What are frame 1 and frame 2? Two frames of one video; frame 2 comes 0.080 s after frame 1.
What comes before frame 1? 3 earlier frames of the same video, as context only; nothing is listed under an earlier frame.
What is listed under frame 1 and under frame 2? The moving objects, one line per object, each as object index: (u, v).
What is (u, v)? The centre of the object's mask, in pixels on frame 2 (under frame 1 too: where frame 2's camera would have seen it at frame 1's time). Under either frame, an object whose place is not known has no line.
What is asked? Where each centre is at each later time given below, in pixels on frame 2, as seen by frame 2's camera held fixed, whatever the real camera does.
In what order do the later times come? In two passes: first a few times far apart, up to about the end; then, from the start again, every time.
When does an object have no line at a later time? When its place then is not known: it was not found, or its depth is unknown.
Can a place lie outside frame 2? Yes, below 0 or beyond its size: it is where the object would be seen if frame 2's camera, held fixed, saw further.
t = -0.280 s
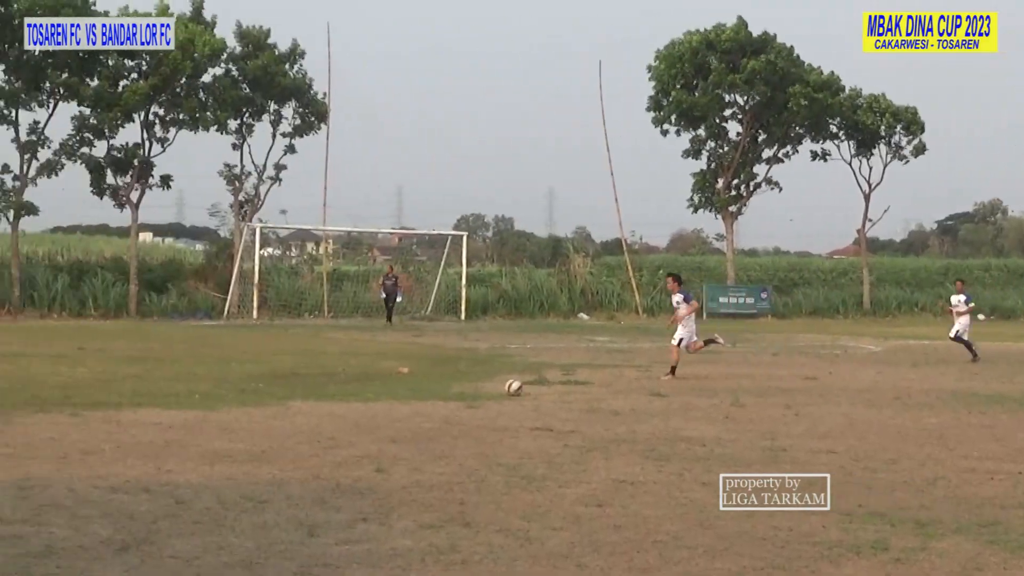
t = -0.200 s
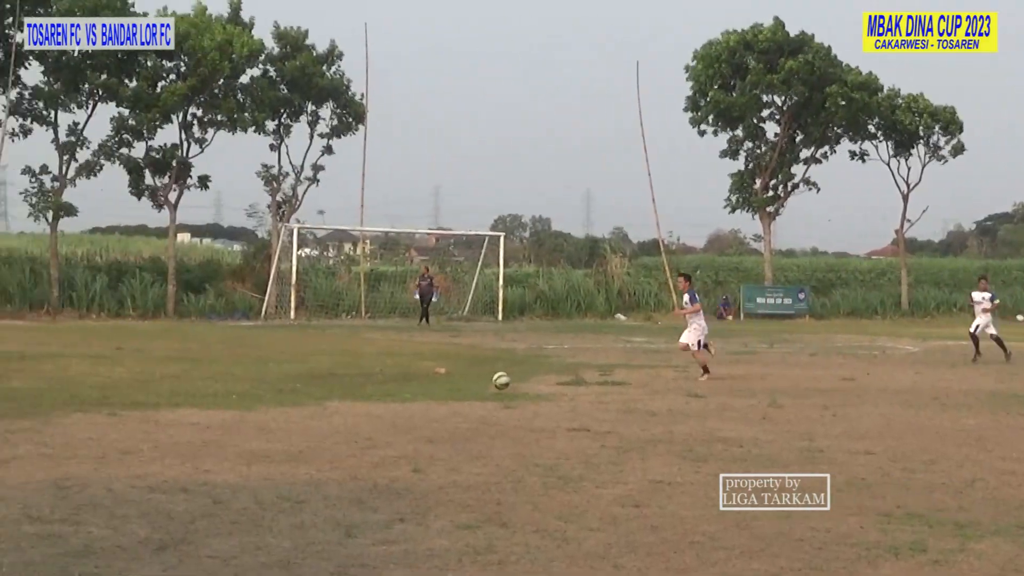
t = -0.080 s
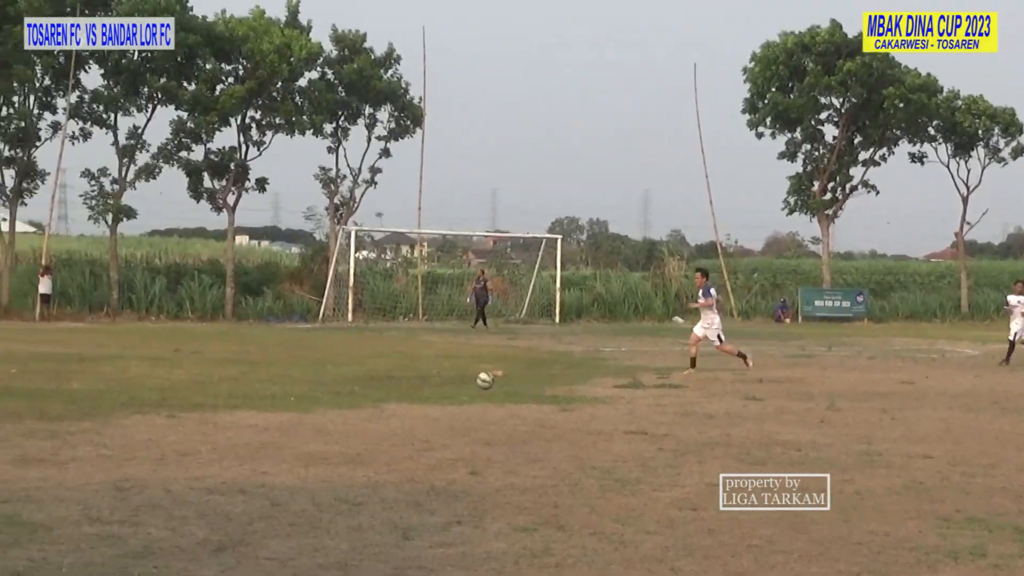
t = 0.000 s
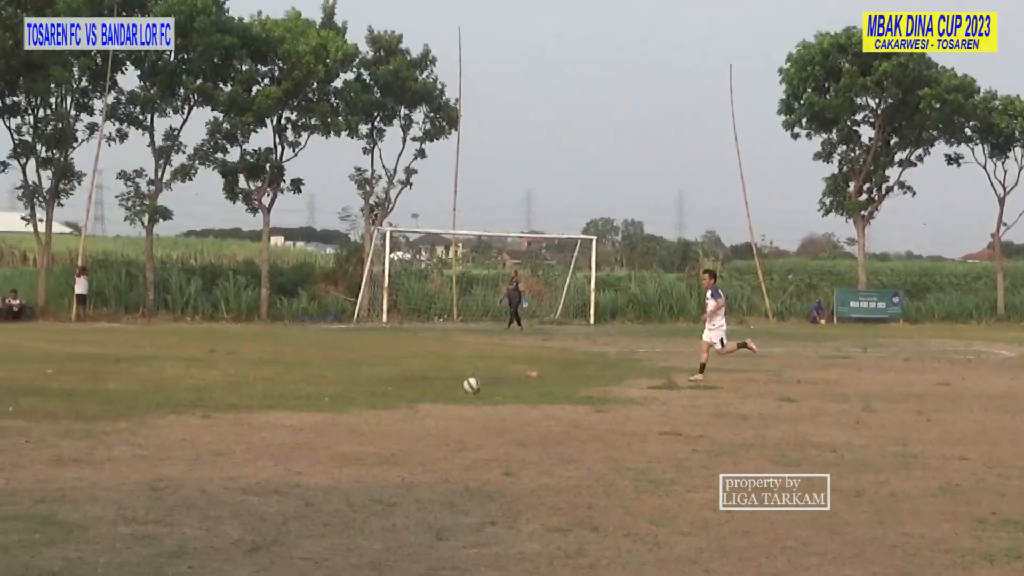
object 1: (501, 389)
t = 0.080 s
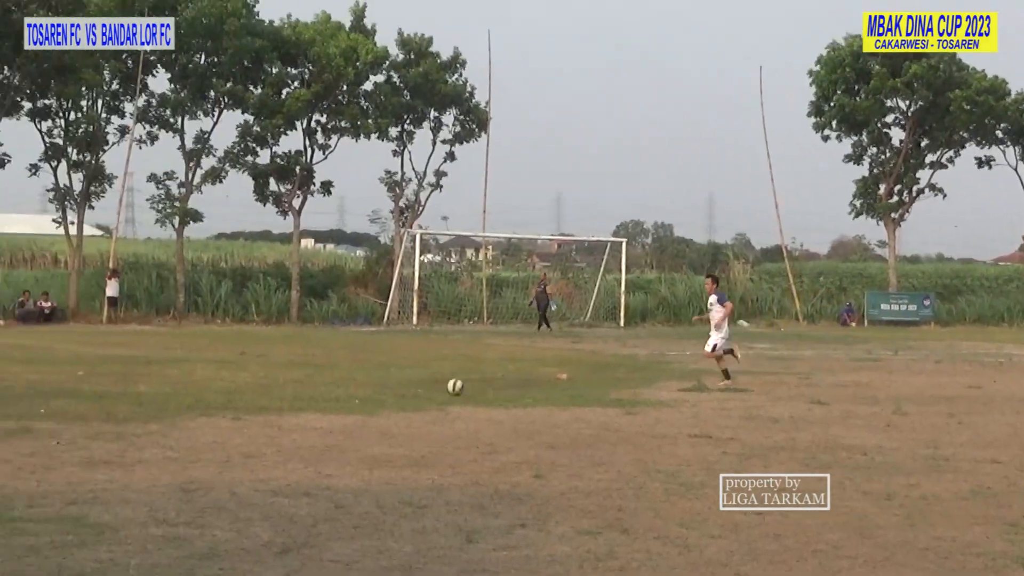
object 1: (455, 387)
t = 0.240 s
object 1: (366, 383)
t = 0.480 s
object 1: (243, 378)
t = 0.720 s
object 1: (125, 374)
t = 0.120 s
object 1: (432, 387)
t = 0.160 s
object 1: (410, 387)
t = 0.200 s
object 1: (387, 386)
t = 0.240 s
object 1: (366, 383)
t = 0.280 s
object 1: (345, 380)
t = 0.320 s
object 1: (324, 379)
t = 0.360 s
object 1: (303, 379)
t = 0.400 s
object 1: (282, 380)
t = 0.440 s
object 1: (262, 381)
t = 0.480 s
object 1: (243, 378)
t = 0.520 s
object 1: (222, 374)
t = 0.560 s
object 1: (202, 371)
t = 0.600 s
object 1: (183, 370)
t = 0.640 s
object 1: (164, 370)
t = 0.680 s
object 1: (144, 371)
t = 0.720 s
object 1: (125, 374)
